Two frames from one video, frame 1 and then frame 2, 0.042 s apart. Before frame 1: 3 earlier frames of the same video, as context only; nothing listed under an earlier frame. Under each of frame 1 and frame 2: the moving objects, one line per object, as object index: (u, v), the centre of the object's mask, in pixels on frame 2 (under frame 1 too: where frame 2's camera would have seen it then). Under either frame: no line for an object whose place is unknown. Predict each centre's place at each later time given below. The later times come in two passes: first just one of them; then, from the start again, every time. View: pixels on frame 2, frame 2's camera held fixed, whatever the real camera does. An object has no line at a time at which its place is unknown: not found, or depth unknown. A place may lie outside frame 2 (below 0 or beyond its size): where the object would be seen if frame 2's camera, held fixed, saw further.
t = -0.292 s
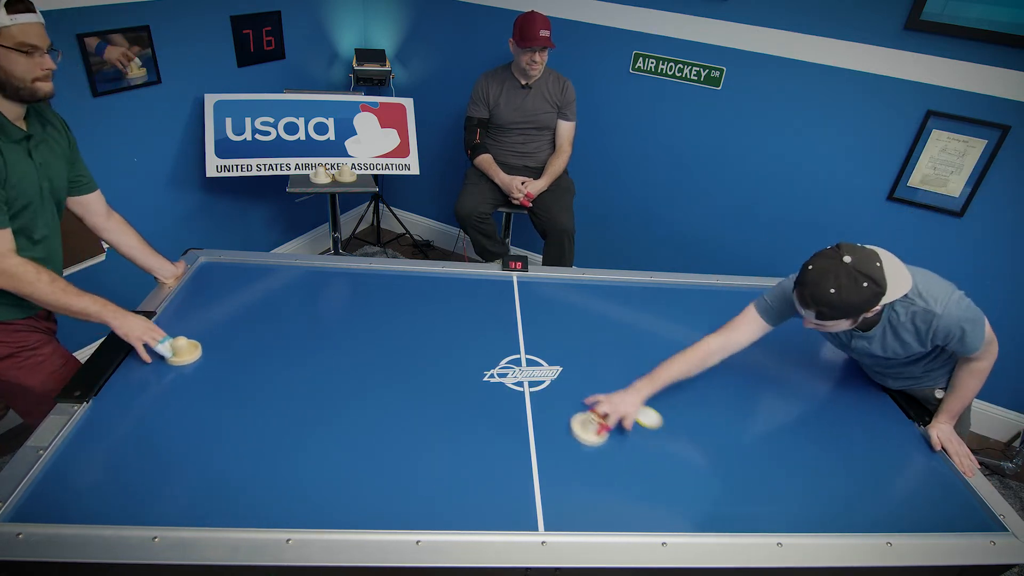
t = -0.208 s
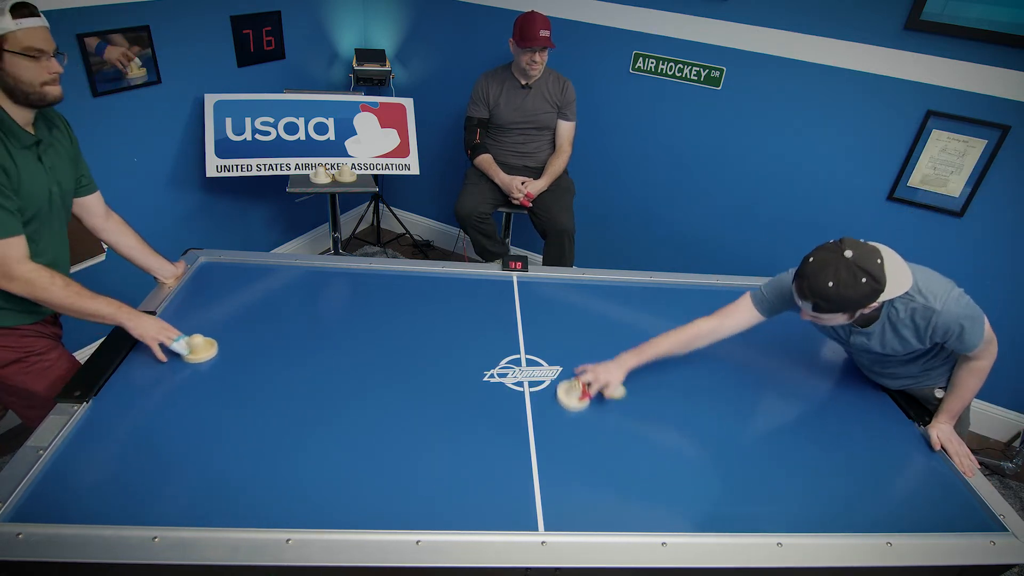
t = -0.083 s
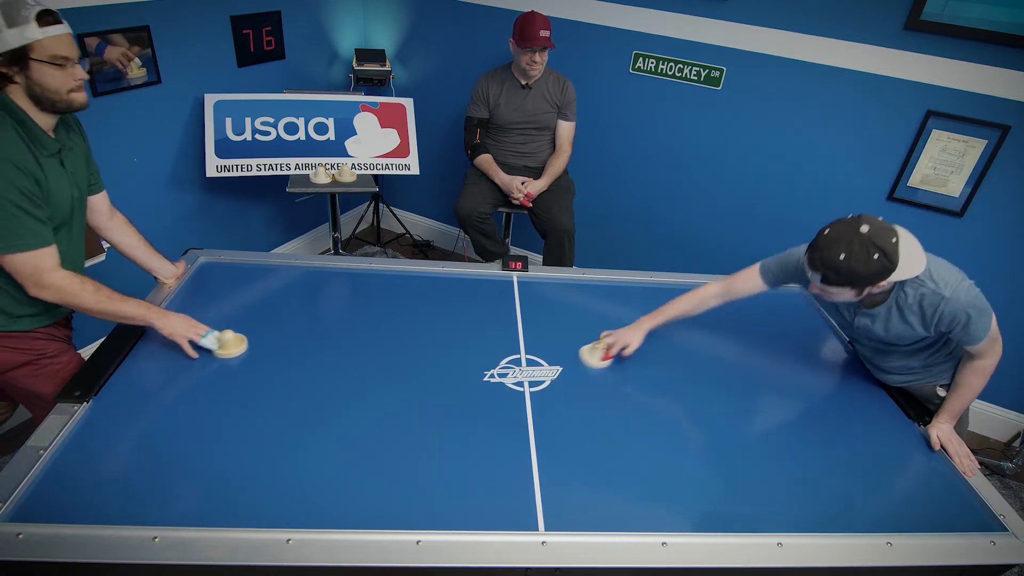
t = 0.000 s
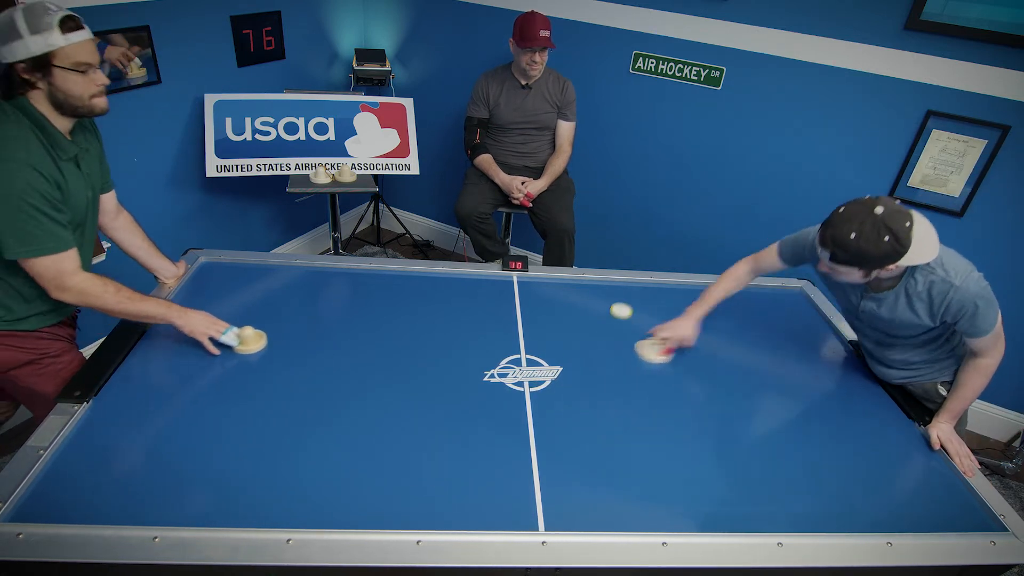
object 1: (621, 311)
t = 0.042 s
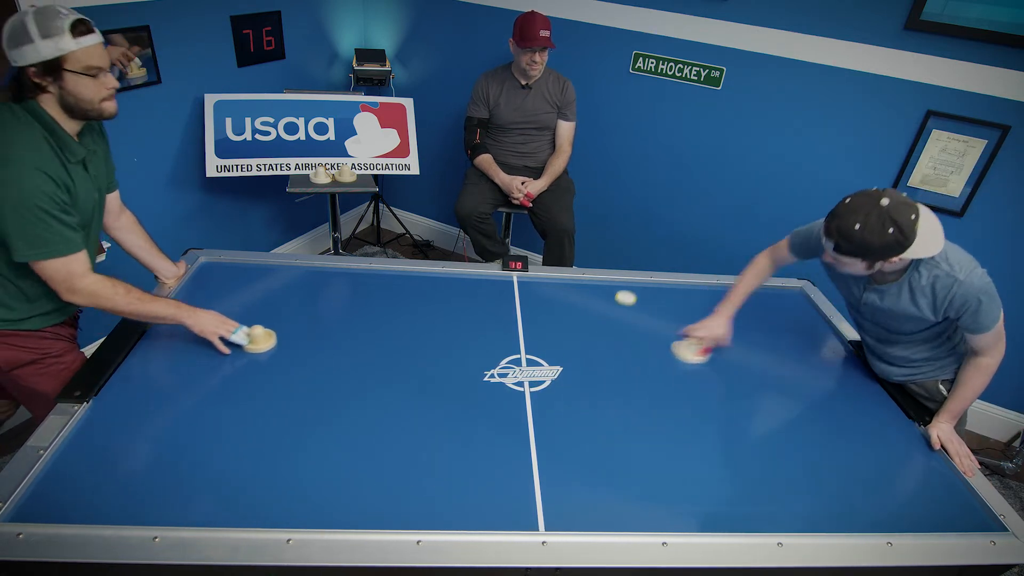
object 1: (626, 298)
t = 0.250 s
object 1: (680, 335)
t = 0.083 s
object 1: (630, 288)
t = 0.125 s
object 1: (642, 298)
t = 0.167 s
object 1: (654, 310)
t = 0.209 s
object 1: (666, 322)
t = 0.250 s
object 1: (680, 335)
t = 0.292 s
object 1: (694, 348)
